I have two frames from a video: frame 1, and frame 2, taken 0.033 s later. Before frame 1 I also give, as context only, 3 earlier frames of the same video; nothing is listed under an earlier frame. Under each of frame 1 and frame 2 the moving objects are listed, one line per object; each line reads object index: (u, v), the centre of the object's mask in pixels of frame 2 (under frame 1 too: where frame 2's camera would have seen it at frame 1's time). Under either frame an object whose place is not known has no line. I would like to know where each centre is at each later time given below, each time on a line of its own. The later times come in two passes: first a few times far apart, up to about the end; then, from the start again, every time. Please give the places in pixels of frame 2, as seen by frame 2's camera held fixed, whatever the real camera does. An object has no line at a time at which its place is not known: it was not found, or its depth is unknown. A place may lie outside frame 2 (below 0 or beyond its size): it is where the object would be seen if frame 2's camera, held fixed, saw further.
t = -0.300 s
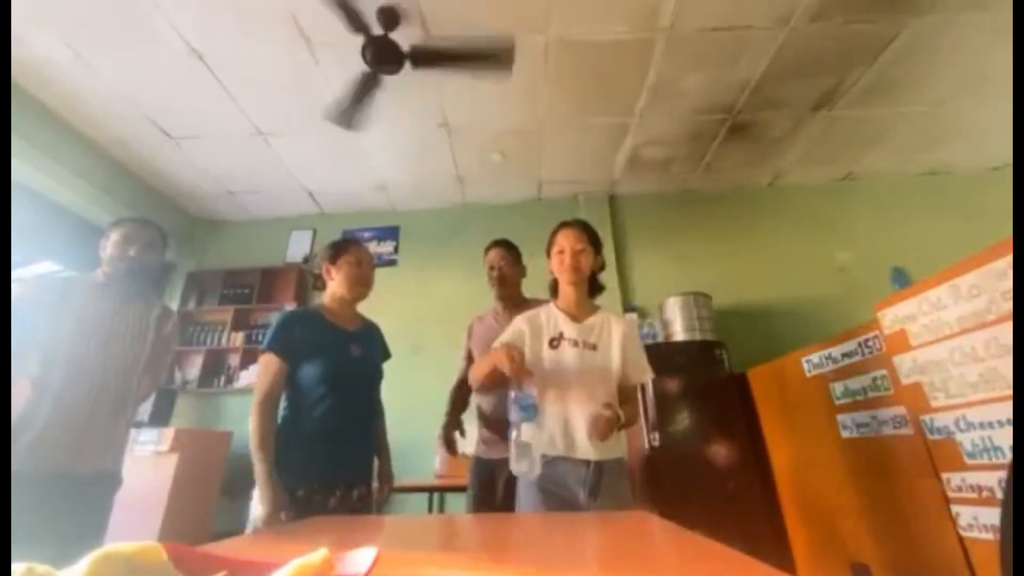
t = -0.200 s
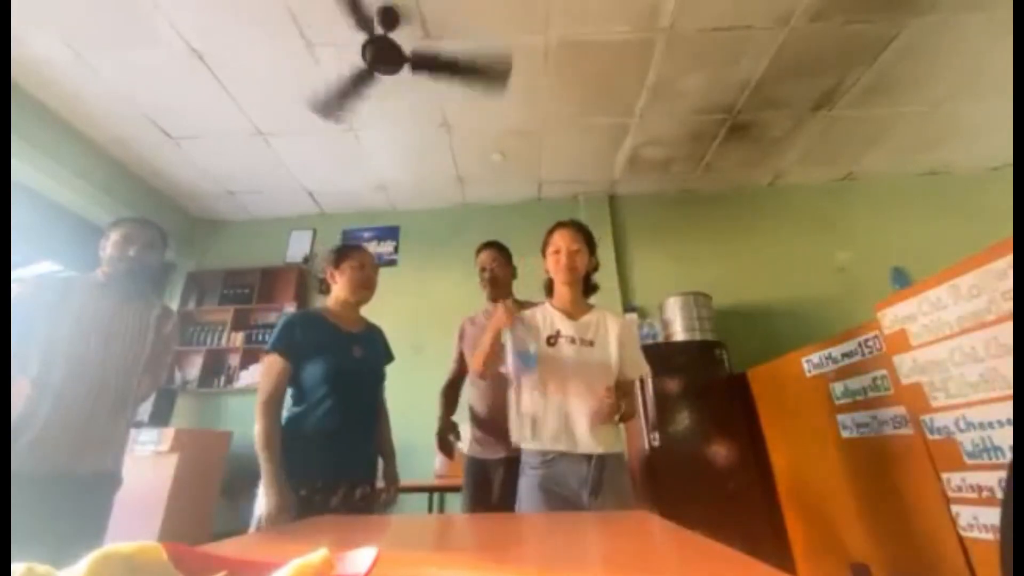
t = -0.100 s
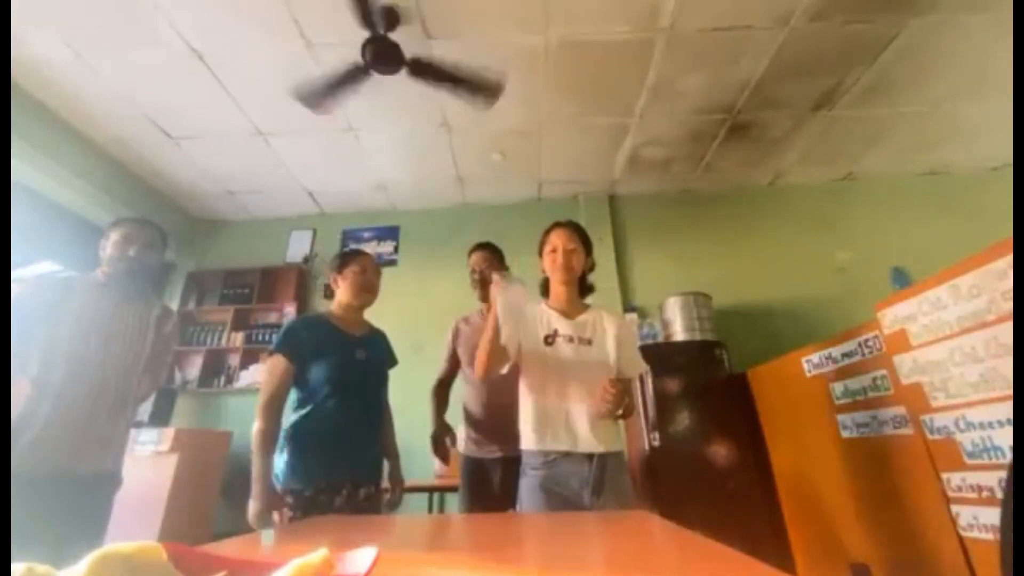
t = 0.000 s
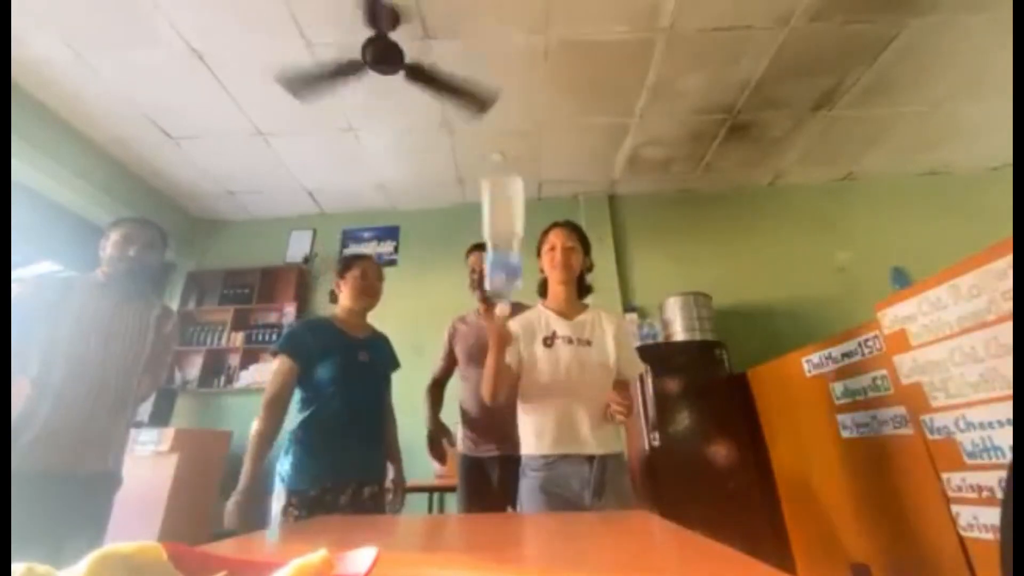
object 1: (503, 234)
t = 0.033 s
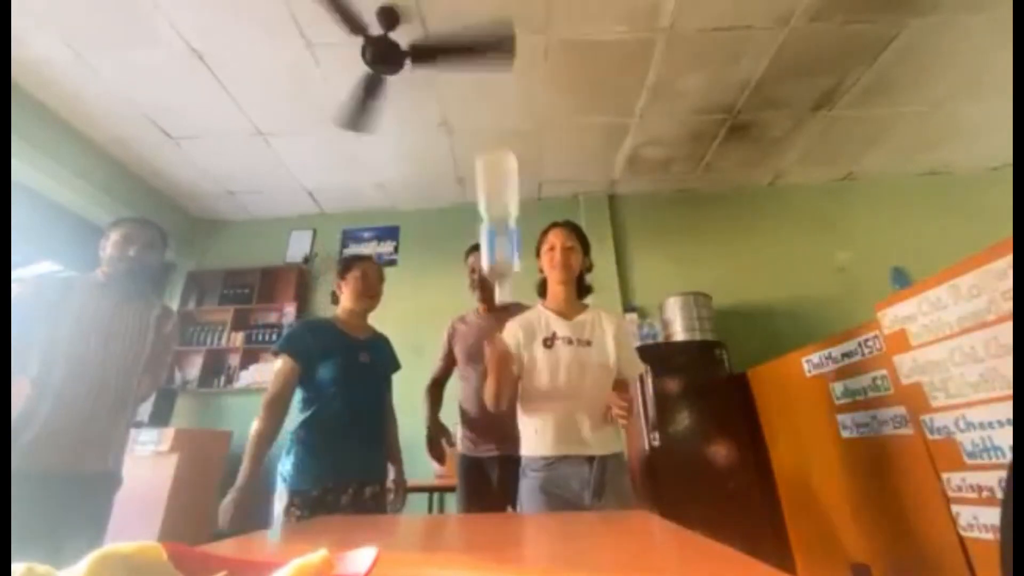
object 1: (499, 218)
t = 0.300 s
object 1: (449, 114)
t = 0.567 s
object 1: (363, 518)
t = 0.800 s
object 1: (364, 518)
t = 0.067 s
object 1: (495, 196)
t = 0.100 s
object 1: (490, 165)
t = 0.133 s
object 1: (486, 121)
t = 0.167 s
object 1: (479, 96)
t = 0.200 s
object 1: (472, 87)
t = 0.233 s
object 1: (465, 89)
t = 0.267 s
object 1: (458, 97)
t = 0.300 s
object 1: (449, 114)
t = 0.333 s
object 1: (439, 145)
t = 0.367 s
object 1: (428, 186)
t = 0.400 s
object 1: (414, 246)
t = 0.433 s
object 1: (396, 323)
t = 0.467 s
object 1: (374, 425)
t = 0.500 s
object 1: (373, 456)
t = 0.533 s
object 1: (368, 493)
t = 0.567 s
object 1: (363, 518)
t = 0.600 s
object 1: (364, 520)
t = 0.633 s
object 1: (364, 520)
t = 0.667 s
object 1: (364, 519)
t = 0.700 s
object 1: (364, 519)
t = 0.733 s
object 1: (365, 519)
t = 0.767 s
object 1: (365, 518)
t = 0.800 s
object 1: (364, 518)
